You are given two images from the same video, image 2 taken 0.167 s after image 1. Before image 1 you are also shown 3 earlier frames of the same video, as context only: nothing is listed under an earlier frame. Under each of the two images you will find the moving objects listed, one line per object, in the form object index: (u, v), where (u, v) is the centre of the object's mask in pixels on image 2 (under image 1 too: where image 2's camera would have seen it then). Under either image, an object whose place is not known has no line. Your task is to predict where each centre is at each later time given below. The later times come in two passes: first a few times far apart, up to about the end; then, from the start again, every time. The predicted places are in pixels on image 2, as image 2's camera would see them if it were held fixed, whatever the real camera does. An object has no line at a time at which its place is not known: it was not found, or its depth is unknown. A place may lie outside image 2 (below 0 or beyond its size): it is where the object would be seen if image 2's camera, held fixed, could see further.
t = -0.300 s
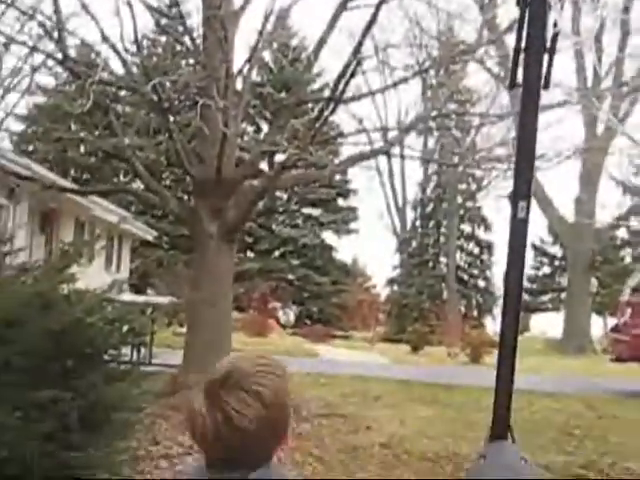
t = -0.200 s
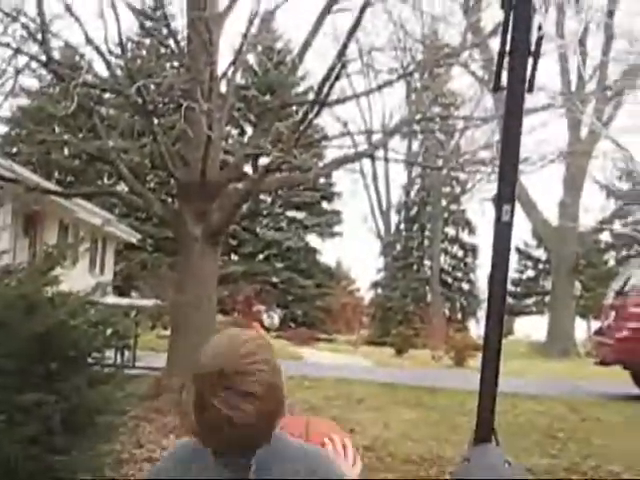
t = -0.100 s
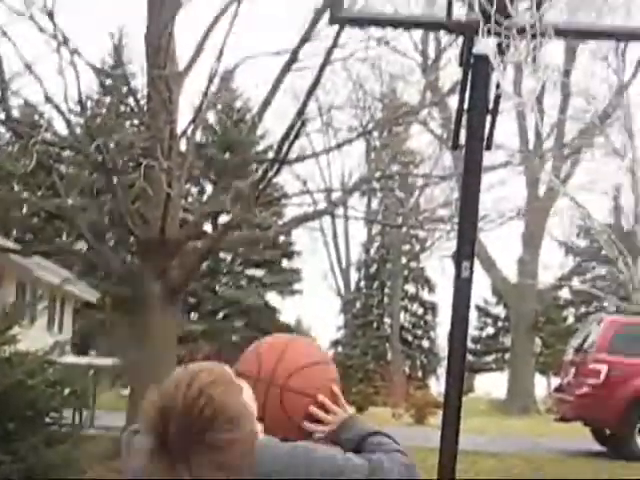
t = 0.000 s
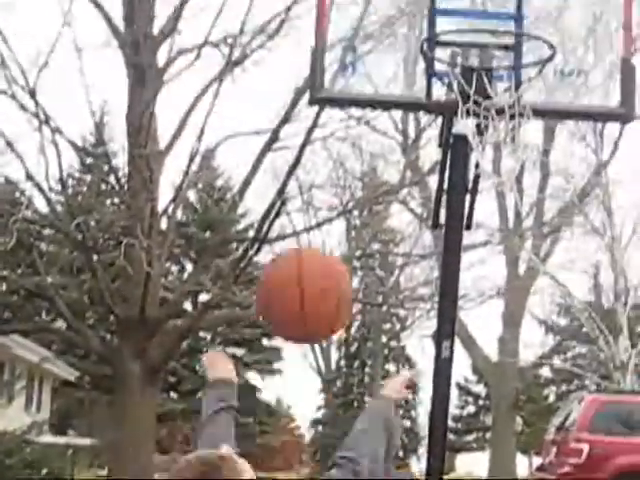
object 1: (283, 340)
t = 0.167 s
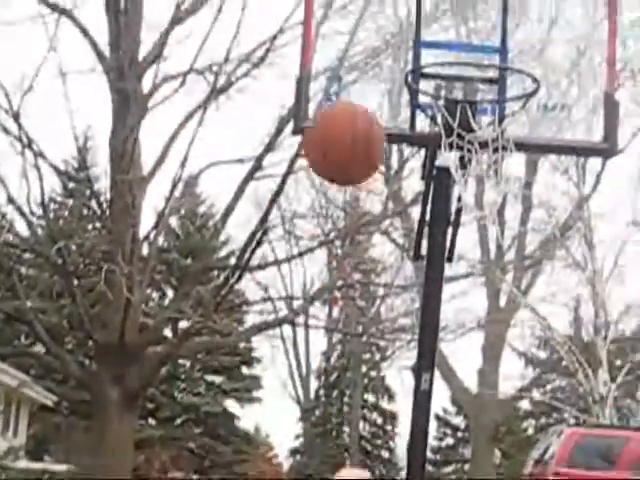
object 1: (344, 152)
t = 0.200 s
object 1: (353, 132)
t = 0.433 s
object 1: (394, 108)
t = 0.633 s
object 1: (424, 193)
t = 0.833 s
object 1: (438, 355)
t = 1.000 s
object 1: (440, 545)
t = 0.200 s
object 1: (353, 132)
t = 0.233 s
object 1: (362, 117)
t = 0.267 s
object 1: (368, 114)
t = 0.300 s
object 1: (375, 100)
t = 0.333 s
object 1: (380, 101)
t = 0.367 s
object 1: (384, 101)
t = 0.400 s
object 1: (392, 97)
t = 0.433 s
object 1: (394, 108)
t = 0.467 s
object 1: (398, 117)
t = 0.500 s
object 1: (406, 121)
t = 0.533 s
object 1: (411, 141)
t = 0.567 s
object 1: (416, 158)
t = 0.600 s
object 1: (419, 174)
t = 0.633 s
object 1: (424, 193)
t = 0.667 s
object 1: (425, 217)
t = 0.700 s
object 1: (429, 240)
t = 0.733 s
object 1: (434, 269)
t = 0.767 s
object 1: (433, 294)
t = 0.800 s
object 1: (435, 324)
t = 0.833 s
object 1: (438, 355)
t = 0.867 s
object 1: (441, 393)
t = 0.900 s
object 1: (442, 430)
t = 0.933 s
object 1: (442, 469)
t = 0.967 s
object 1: (447, 508)
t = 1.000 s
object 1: (440, 545)
